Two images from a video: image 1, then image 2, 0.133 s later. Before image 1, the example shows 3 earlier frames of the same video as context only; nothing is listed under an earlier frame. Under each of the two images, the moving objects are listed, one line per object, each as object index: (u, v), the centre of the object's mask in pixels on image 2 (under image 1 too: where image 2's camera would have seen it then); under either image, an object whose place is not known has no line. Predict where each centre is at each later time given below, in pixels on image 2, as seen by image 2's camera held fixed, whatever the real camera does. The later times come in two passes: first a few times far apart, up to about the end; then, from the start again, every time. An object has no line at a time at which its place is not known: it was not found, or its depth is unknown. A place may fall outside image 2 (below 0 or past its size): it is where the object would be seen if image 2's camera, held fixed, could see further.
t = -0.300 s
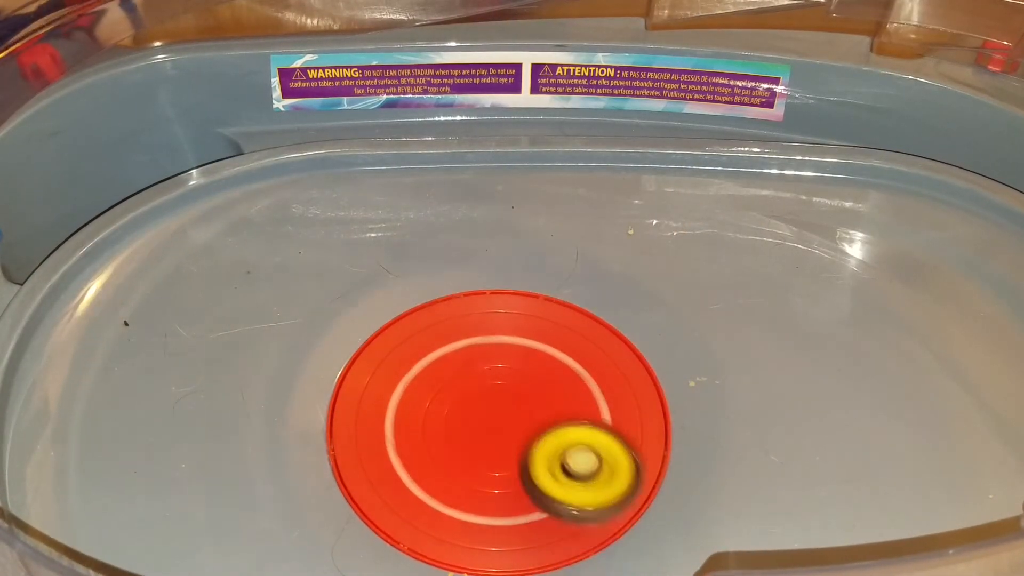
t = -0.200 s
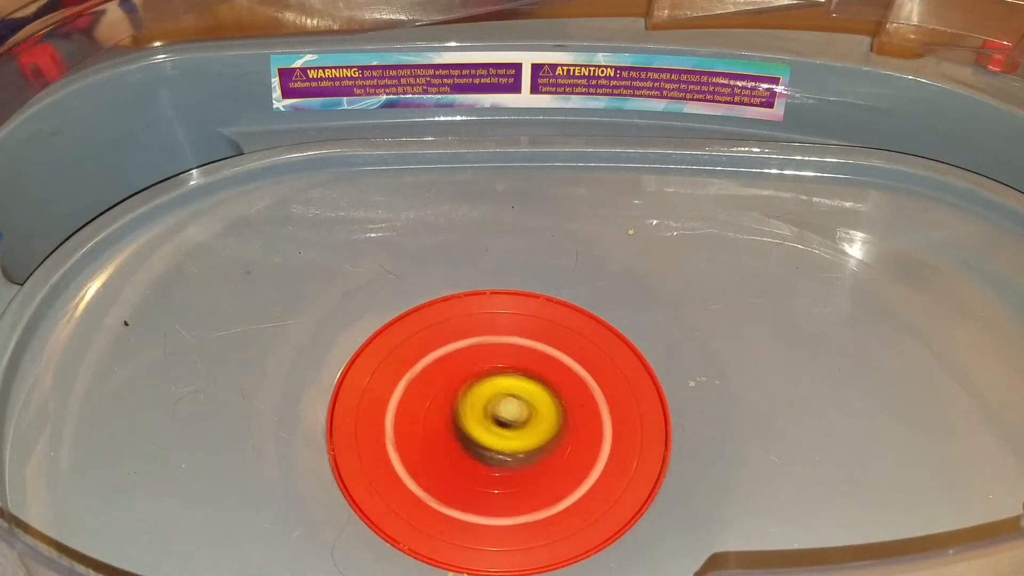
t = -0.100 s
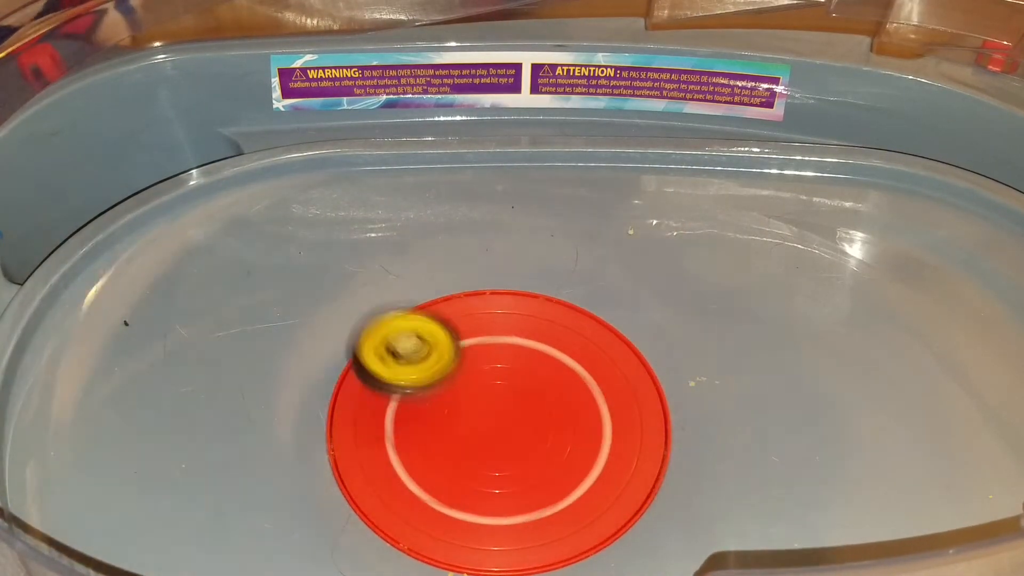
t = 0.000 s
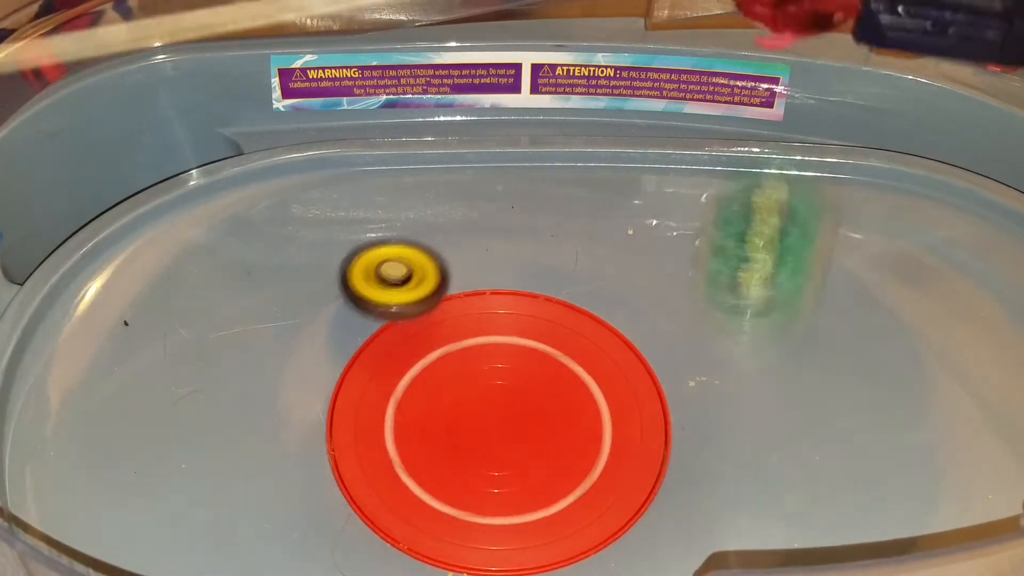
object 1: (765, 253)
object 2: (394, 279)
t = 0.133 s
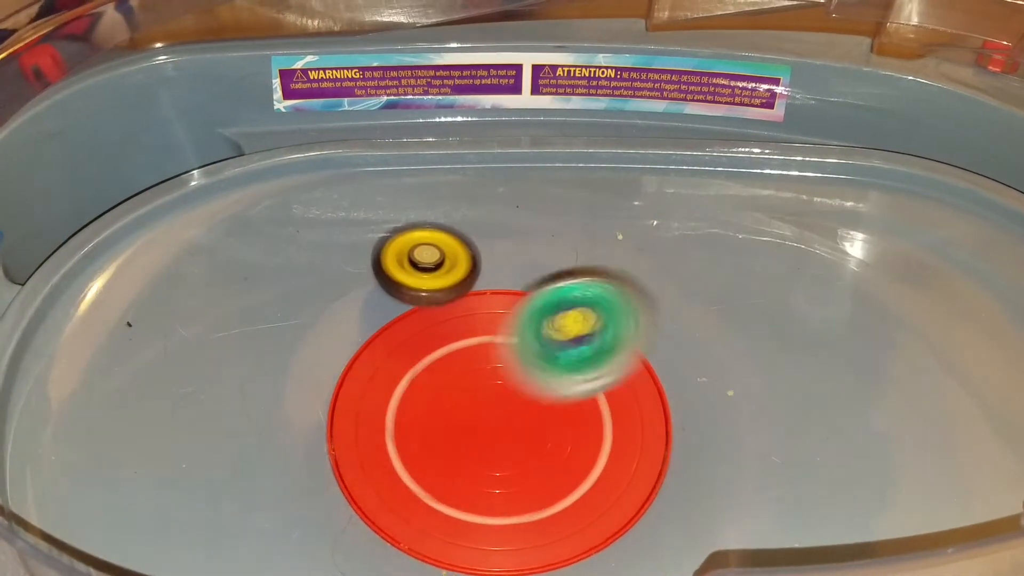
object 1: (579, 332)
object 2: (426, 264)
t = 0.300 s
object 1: (386, 484)
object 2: (434, 264)
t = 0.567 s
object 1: (472, 360)
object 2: (418, 213)
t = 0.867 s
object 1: (622, 458)
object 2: (405, 216)
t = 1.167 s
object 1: (267, 401)
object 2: (478, 388)
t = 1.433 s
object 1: (320, 429)
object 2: (640, 442)
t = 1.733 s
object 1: (152, 128)
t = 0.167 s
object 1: (512, 367)
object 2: (429, 264)
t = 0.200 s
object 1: (449, 419)
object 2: (431, 263)
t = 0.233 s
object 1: (388, 489)
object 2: (434, 262)
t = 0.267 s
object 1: (373, 502)
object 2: (435, 261)
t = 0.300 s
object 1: (386, 484)
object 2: (434, 264)
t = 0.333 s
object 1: (401, 482)
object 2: (433, 262)
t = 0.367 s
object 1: (415, 487)
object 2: (432, 261)
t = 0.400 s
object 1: (428, 464)
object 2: (429, 266)
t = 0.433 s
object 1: (438, 442)
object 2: (424, 272)
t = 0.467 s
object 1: (442, 416)
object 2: (418, 282)
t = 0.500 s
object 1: (446, 386)
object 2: (413, 292)
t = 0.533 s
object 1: (458, 365)
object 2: (415, 248)
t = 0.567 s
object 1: (472, 360)
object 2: (418, 213)
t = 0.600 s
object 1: (490, 357)
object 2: (421, 199)
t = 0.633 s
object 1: (513, 352)
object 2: (425, 196)
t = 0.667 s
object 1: (540, 351)
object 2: (423, 161)
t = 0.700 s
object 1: (570, 354)
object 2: (420, 142)
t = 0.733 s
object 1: (600, 362)
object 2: (418, 142)
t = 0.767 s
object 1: (629, 379)
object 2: (417, 148)
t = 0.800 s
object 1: (652, 407)
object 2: (414, 168)
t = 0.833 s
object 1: (661, 444)
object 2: (411, 194)
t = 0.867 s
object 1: (622, 458)
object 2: (405, 216)
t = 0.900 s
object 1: (574, 476)
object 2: (399, 240)
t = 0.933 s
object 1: (516, 490)
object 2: (395, 266)
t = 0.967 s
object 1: (451, 496)
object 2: (390, 291)
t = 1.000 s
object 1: (383, 490)
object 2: (387, 317)
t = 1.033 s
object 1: (332, 469)
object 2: (392, 342)
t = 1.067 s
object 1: (299, 447)
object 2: (405, 363)
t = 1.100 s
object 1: (278, 430)
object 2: (427, 379)
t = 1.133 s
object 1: (269, 412)
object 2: (452, 387)
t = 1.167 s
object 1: (267, 401)
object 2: (478, 388)
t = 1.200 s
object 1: (270, 393)
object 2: (506, 383)
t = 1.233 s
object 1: (277, 389)
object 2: (538, 377)
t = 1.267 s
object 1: (288, 389)
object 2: (574, 376)
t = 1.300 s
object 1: (302, 395)
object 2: (610, 379)
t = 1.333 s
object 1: (318, 405)
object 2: (643, 387)
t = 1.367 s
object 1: (311, 409)
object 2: (671, 402)
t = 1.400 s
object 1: (312, 417)
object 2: (666, 420)
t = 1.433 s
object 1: (320, 429)
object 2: (640, 442)
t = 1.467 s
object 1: (322, 441)
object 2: (607, 466)
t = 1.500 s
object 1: (329, 452)
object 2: (563, 490)
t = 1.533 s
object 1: (327, 462)
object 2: (509, 511)
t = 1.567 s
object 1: (324, 470)
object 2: (450, 521)
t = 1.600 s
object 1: (219, 381)
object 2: (559, 550)
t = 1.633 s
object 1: (110, 283)
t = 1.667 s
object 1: (118, 211)
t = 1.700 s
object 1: (136, 157)
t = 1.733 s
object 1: (152, 128)
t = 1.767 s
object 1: (173, 122)
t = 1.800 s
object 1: (195, 132)
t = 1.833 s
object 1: (202, 122)
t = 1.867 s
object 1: (185, 134)
